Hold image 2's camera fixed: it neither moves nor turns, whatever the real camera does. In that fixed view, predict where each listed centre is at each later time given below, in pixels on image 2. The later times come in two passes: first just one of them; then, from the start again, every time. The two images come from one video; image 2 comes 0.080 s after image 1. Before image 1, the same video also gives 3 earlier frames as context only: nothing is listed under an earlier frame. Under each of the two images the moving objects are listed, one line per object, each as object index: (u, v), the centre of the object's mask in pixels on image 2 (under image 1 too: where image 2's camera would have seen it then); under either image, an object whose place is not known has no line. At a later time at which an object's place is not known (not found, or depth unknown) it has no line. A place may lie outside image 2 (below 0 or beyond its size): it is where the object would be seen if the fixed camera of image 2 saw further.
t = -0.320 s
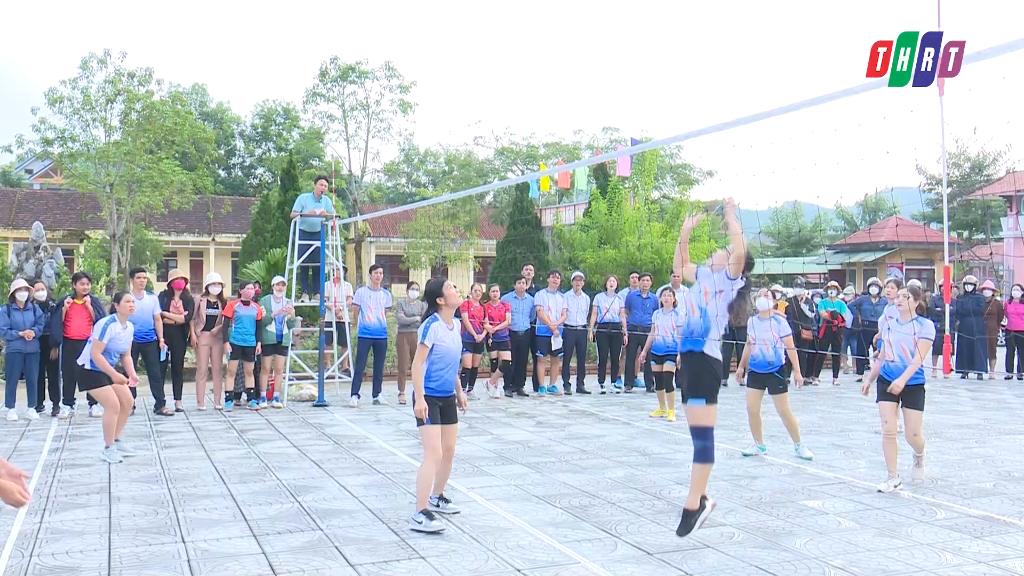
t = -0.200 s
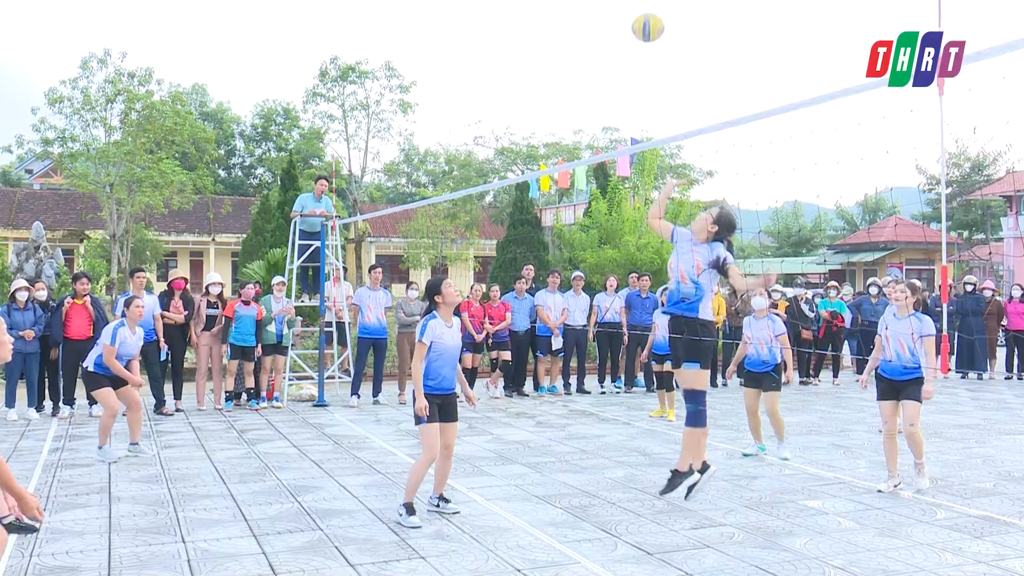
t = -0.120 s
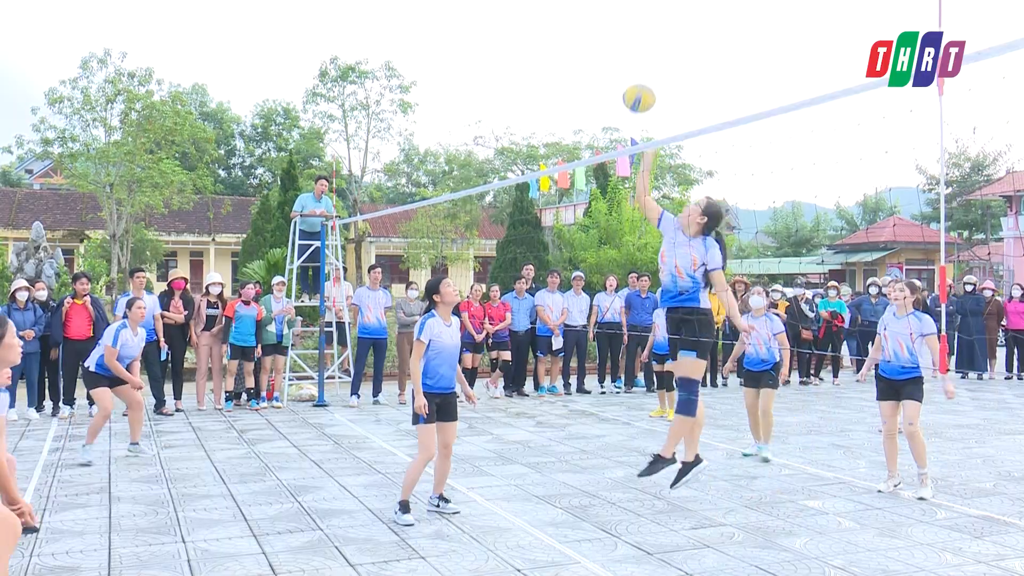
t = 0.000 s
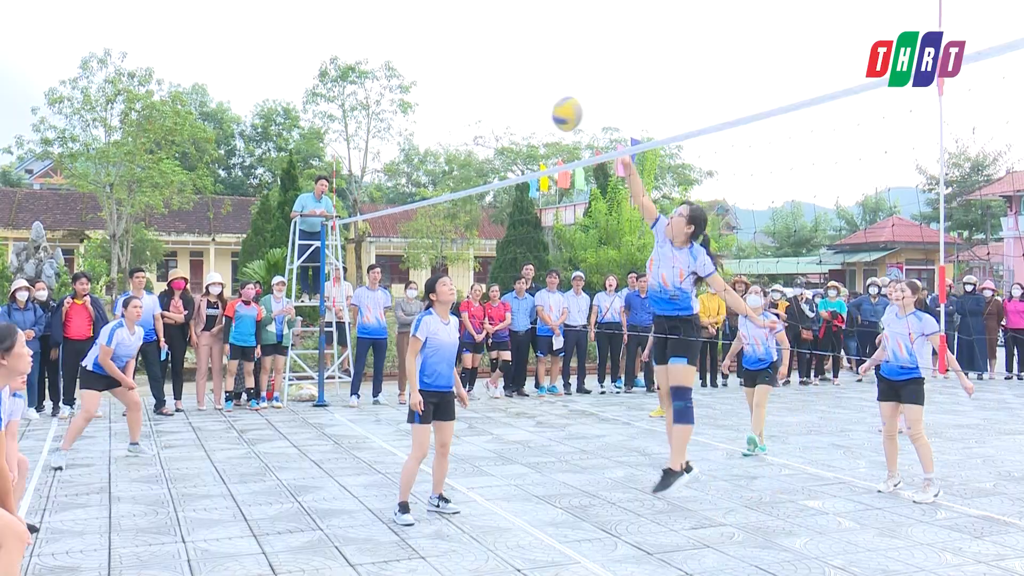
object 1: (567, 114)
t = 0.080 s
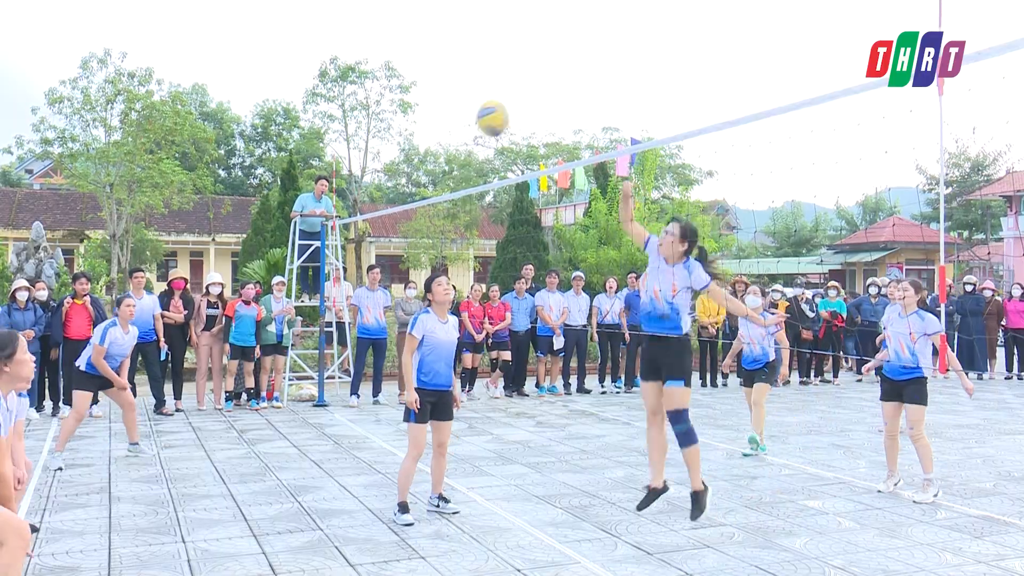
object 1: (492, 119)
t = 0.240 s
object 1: (321, 166)
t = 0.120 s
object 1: (453, 125)
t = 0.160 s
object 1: (411, 136)
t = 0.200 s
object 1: (369, 149)
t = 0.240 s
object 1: (321, 166)
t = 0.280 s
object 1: (278, 187)
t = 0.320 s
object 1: (229, 213)
